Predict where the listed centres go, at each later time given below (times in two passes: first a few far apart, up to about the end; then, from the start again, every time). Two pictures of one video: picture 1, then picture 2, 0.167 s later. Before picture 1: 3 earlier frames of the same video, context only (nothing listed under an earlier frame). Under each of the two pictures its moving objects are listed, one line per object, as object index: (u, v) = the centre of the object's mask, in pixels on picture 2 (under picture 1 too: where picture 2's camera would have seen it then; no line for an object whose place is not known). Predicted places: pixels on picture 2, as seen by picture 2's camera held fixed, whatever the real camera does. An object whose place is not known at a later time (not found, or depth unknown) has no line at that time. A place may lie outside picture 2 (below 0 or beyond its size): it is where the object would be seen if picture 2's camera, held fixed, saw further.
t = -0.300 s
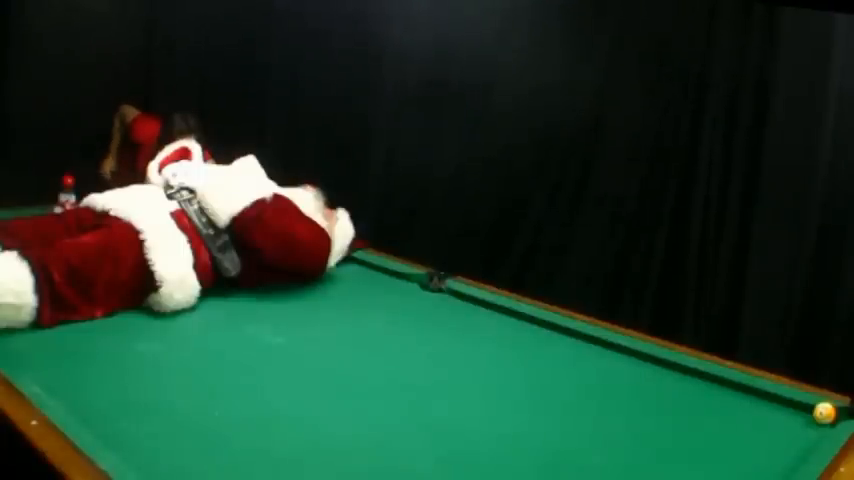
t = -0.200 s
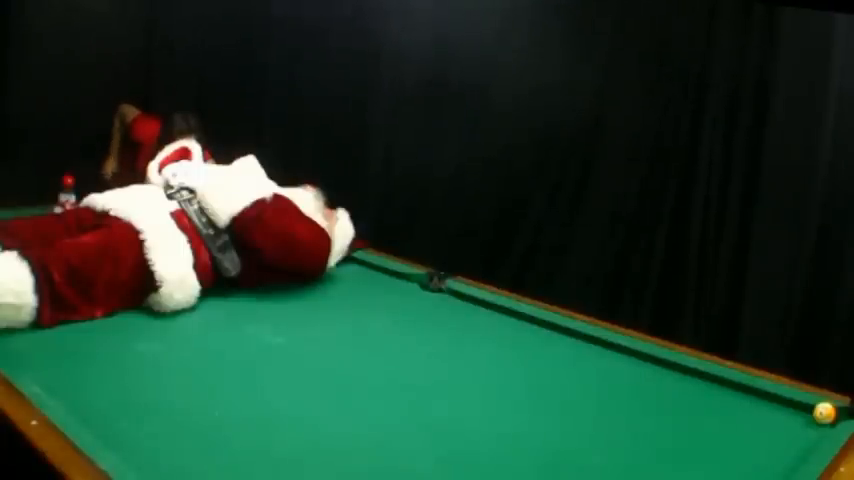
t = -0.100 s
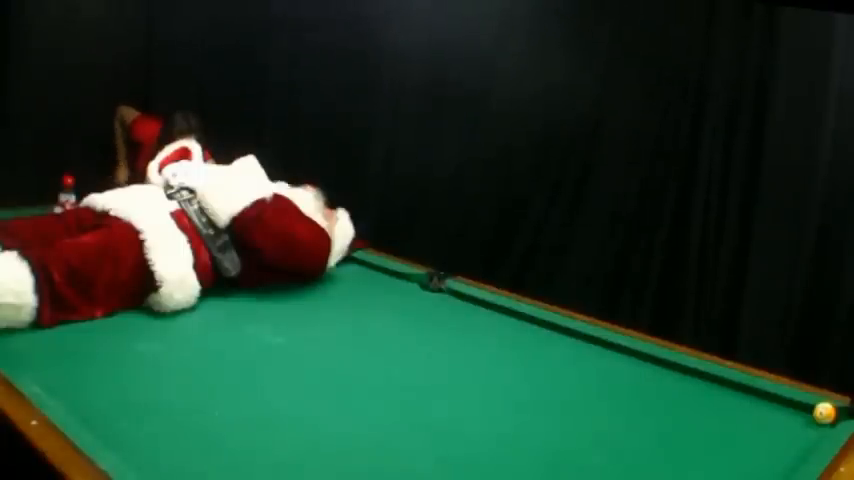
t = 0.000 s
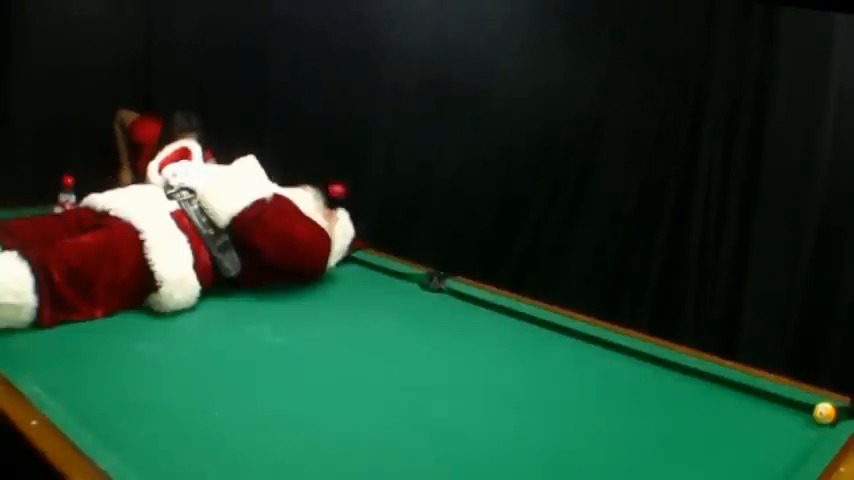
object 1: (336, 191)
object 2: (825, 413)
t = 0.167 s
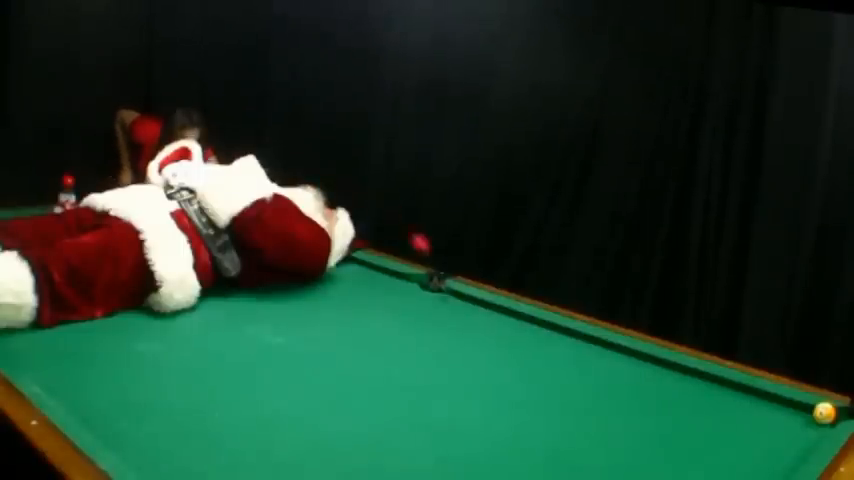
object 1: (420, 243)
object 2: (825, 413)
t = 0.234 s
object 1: (456, 291)
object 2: (825, 413)
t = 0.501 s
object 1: (600, 327)
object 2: (825, 413)
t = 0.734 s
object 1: (715, 378)
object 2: (825, 413)
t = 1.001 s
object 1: (806, 410)
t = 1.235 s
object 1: (826, 420)
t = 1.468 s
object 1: (823, 419)
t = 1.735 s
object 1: (807, 415)
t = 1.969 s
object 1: (797, 411)
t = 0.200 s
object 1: (438, 264)
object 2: (825, 413)
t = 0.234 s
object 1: (456, 291)
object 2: (825, 413)
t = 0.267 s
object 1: (472, 296)
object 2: (825, 413)
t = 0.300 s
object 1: (491, 290)
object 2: (825, 413)
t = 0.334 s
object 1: (510, 287)
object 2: (825, 413)
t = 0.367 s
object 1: (528, 288)
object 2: (825, 413)
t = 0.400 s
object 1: (547, 293)
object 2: (825, 413)
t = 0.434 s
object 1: (565, 299)
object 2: (825, 413)
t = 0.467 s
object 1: (583, 310)
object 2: (825, 413)
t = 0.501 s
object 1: (600, 327)
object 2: (825, 413)
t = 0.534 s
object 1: (620, 346)
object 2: (825, 413)
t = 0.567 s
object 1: (635, 347)
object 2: (825, 413)
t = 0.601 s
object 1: (651, 350)
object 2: (825, 413)
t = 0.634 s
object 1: (667, 356)
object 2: (825, 413)
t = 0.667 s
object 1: (681, 366)
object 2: (825, 413)
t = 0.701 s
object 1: (698, 373)
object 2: (825, 413)
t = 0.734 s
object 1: (715, 378)
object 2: (825, 413)
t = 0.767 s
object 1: (732, 385)
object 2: (825, 413)
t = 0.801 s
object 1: (750, 391)
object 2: (825, 413)
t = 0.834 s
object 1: (767, 396)
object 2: (825, 413)
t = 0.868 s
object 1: (786, 402)
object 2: (825, 413)
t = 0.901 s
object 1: (802, 408)
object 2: (826, 413)
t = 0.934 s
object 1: (803, 408)
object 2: (839, 416)
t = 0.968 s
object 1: (803, 408)
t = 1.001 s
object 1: (806, 410)
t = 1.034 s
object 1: (809, 411)
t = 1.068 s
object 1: (812, 413)
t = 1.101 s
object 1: (815, 415)
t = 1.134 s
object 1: (818, 416)
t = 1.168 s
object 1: (821, 418)
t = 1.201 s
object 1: (824, 419)
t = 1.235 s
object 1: (826, 420)
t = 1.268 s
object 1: (829, 421)
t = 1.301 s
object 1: (830, 421)
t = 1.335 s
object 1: (828, 421)
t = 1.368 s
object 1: (827, 421)
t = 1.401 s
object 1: (826, 421)
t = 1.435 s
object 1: (824, 420)
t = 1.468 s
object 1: (823, 419)
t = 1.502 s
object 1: (821, 419)
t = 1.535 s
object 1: (819, 419)
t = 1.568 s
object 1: (817, 418)
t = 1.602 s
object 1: (815, 417)
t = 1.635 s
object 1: (813, 417)
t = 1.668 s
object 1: (811, 416)
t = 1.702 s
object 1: (809, 416)
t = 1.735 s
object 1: (807, 415)
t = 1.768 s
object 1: (806, 415)
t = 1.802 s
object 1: (805, 414)
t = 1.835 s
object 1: (802, 413)
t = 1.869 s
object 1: (801, 413)
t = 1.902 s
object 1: (800, 412)
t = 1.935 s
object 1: (798, 412)
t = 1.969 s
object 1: (797, 411)
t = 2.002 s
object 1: (795, 411)
